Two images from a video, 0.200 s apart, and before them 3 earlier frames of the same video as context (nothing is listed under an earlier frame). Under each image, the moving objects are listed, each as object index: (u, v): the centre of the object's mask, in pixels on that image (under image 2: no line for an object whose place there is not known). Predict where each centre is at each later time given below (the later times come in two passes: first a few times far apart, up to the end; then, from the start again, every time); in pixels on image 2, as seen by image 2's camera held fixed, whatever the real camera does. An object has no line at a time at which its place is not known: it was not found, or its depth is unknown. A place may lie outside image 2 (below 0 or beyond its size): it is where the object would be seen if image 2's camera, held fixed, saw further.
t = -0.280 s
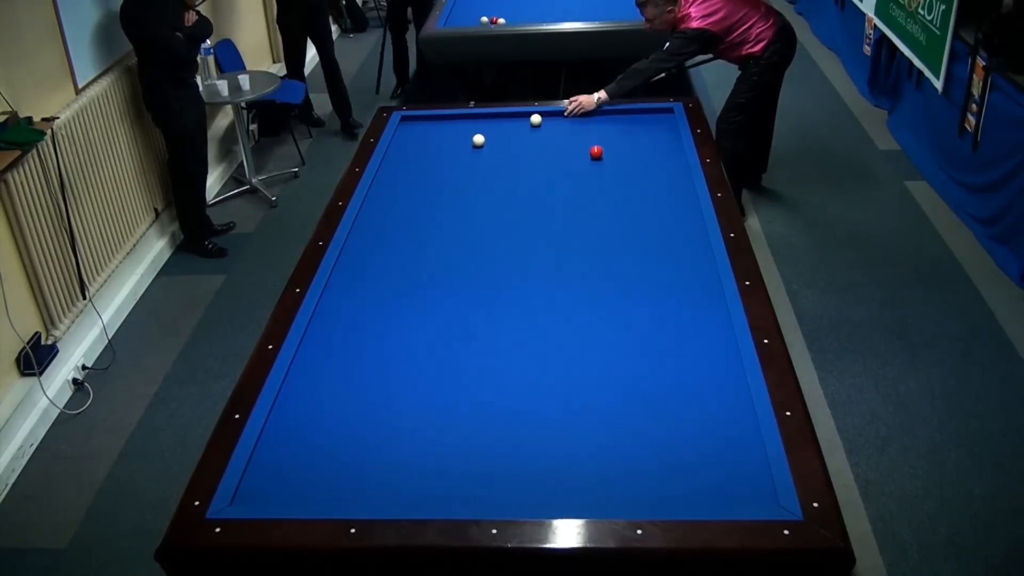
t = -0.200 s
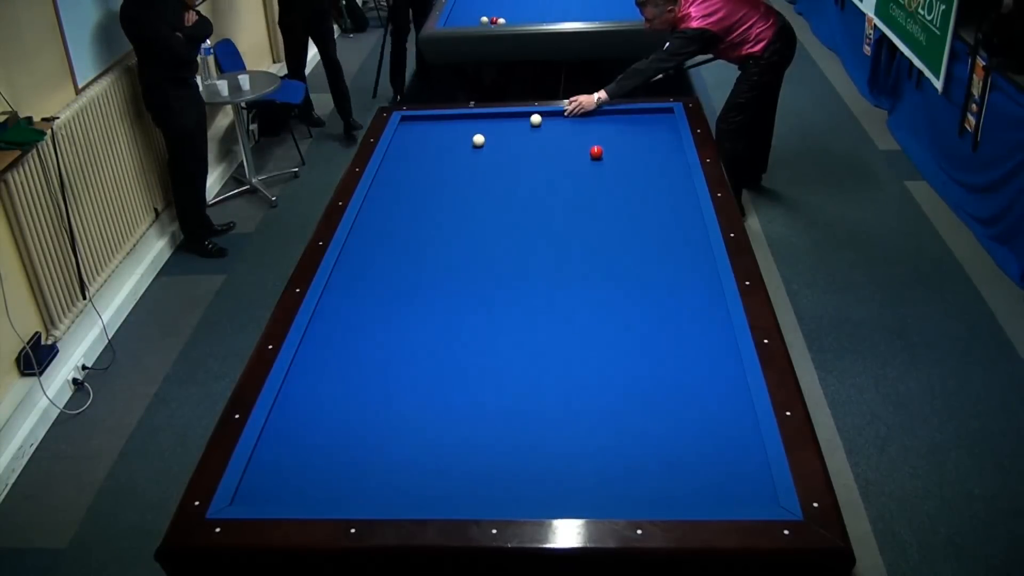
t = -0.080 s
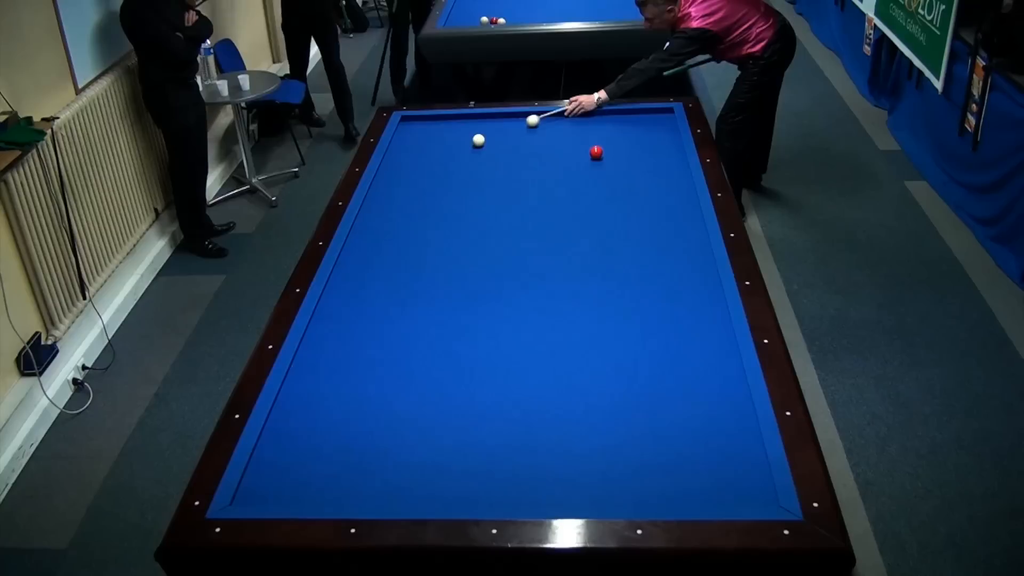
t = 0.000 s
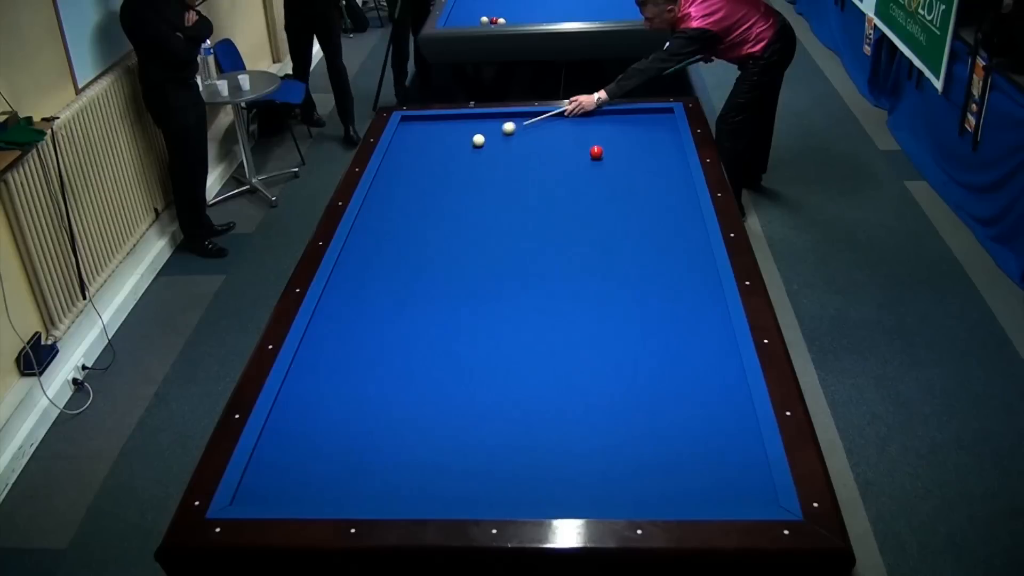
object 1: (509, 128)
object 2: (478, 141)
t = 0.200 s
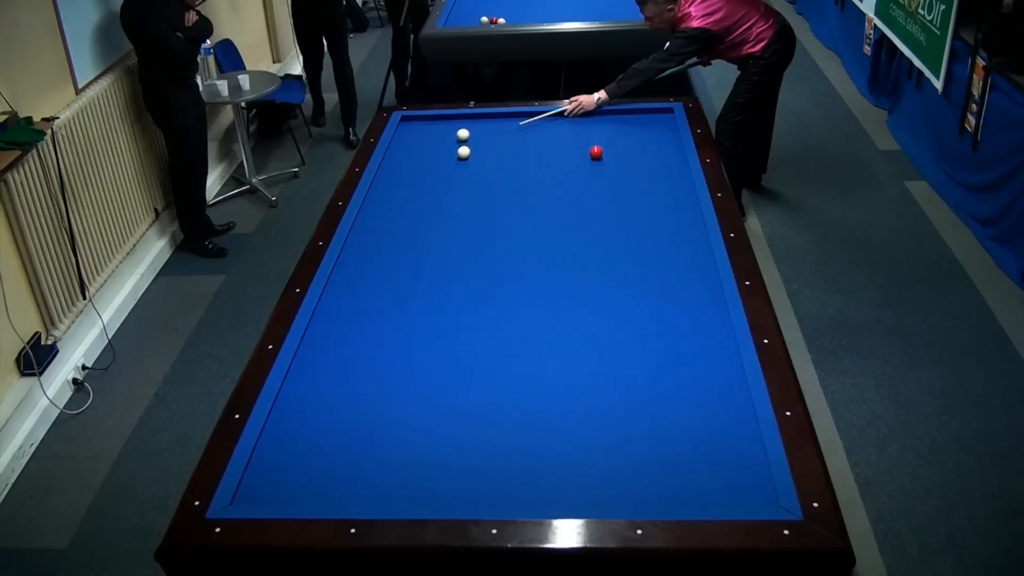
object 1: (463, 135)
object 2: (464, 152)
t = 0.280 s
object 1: (447, 135)
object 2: (454, 160)
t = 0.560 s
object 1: (401, 139)
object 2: (424, 185)
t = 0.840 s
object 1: (435, 142)
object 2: (392, 210)
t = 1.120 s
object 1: (465, 145)
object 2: (356, 239)
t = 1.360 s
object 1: (491, 147)
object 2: (354, 261)
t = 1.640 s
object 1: (522, 150)
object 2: (355, 289)
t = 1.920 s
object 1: (552, 153)
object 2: (357, 318)
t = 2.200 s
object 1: (582, 156)
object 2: (359, 351)
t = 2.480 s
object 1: (609, 161)
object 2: (362, 386)
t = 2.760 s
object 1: (634, 167)
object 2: (365, 425)
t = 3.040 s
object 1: (660, 172)
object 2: (368, 468)
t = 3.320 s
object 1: (685, 178)
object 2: (378, 491)
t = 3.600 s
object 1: (672, 182)
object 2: (398, 466)
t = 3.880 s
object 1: (659, 185)
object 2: (416, 442)
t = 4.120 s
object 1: (649, 189)
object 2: (430, 423)
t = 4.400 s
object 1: (638, 193)
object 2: (445, 404)
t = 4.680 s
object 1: (626, 196)
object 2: (459, 386)
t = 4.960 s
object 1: (616, 199)
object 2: (471, 370)
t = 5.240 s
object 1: (605, 202)
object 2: (482, 355)
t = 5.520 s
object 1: (596, 205)
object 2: (493, 341)
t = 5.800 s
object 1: (587, 208)
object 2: (502, 329)
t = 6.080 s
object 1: (579, 210)
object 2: (511, 318)
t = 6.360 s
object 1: (571, 213)
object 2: (519, 307)
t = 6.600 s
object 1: (565, 214)
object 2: (525, 299)
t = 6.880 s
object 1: (558, 216)
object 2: (532, 290)
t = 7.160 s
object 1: (552, 218)
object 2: (538, 282)
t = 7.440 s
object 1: (547, 219)
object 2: (543, 274)
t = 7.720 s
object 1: (543, 220)
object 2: (548, 268)
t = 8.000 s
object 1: (539, 221)
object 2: (553, 262)
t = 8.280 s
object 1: (536, 222)
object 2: (557, 256)
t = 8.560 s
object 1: (533, 223)
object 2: (561, 251)
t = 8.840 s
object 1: (532, 223)
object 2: (564, 246)
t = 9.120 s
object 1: (531, 223)
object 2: (567, 242)
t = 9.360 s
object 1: (531, 223)
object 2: (570, 239)
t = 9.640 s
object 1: (531, 223)
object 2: (572, 236)
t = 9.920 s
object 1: (531, 223)
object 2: (574, 233)
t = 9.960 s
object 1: (531, 223)
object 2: (575, 233)
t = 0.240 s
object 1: (455, 135)
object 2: (459, 156)
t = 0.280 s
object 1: (447, 135)
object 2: (454, 160)
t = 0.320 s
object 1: (440, 136)
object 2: (450, 164)
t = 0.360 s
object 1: (431, 136)
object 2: (445, 168)
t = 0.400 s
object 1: (423, 137)
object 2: (441, 171)
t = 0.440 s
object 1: (415, 137)
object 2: (437, 174)
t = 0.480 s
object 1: (407, 138)
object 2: (433, 178)
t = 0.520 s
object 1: (399, 138)
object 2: (428, 181)
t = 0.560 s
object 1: (401, 139)
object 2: (424, 185)
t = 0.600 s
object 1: (407, 139)
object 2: (420, 188)
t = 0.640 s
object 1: (412, 139)
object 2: (415, 192)
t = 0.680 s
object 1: (417, 140)
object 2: (411, 195)
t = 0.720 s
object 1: (422, 140)
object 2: (406, 199)
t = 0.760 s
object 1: (426, 141)
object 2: (401, 203)
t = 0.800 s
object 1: (430, 141)
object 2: (396, 207)
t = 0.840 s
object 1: (435, 142)
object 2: (392, 210)
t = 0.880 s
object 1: (439, 142)
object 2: (387, 214)
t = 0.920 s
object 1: (443, 143)
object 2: (382, 218)
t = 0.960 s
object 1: (448, 143)
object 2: (377, 222)
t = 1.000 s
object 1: (452, 143)
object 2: (372, 226)
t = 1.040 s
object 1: (456, 144)
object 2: (367, 231)
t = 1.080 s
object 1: (461, 144)
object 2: (361, 235)
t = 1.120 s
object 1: (465, 145)
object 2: (356, 239)
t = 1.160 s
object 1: (469, 145)
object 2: (351, 243)
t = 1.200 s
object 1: (474, 146)
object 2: (352, 247)
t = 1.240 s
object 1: (478, 146)
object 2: (353, 250)
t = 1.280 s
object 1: (483, 146)
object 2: (353, 254)
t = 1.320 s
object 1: (487, 147)
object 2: (353, 258)
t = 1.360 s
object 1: (491, 147)
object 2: (354, 261)
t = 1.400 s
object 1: (496, 148)
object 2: (354, 265)
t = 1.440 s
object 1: (500, 148)
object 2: (354, 269)
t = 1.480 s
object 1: (504, 148)
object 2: (354, 273)
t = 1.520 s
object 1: (509, 149)
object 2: (354, 277)
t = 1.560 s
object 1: (513, 149)
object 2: (355, 281)
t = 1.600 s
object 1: (518, 150)
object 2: (355, 285)
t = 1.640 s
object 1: (522, 150)
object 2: (355, 289)
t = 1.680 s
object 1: (526, 151)
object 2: (355, 293)
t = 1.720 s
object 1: (531, 151)
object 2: (356, 297)
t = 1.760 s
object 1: (535, 151)
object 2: (356, 301)
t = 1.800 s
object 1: (539, 152)
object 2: (356, 305)
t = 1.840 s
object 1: (544, 152)
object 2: (357, 310)
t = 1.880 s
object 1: (548, 153)
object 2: (357, 314)
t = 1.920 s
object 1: (552, 153)
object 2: (357, 318)
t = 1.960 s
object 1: (557, 154)
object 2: (358, 323)
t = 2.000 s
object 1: (561, 154)
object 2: (358, 327)
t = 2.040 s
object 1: (565, 155)
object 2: (358, 332)
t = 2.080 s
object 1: (570, 155)
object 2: (358, 337)
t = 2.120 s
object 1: (574, 155)
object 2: (359, 341)
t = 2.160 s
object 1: (578, 156)
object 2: (359, 346)
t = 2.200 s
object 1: (582, 156)
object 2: (359, 351)
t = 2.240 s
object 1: (587, 157)
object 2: (360, 356)
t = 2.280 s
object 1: (590, 158)
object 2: (360, 361)
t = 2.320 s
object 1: (594, 159)
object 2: (360, 366)
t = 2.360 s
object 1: (598, 159)
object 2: (361, 371)
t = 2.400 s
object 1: (602, 160)
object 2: (361, 376)
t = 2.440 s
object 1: (605, 161)
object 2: (361, 381)
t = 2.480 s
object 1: (609, 161)
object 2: (362, 386)
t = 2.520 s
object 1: (613, 162)
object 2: (362, 392)
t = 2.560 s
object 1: (616, 163)
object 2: (363, 397)
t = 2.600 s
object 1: (620, 164)
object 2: (363, 403)
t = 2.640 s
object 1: (624, 165)
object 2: (364, 408)
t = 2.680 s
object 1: (627, 165)
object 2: (364, 414)
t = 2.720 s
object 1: (631, 166)
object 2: (364, 420)
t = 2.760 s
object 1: (634, 167)
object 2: (365, 425)
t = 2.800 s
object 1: (638, 168)
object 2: (365, 431)
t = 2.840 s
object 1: (642, 168)
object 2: (366, 437)
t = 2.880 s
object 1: (645, 169)
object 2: (366, 443)
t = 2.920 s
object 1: (649, 170)
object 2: (367, 449)
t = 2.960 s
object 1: (653, 171)
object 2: (367, 455)
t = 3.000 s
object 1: (656, 171)
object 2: (368, 462)
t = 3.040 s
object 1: (660, 172)
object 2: (368, 468)
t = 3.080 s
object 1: (663, 173)
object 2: (369, 474)
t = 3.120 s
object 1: (667, 174)
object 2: (370, 481)
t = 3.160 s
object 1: (671, 175)
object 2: (370, 488)
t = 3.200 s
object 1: (674, 175)
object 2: (371, 493)
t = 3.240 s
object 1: (678, 176)
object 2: (372, 498)
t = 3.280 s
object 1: (681, 177)
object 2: (375, 495)
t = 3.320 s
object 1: (685, 178)
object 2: (378, 491)
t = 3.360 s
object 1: (683, 178)
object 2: (381, 488)
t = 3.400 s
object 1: (681, 179)
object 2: (384, 484)
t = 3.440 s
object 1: (679, 179)
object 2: (387, 480)
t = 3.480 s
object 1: (678, 180)
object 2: (389, 476)
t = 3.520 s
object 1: (676, 181)
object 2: (392, 473)
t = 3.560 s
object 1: (674, 181)
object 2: (395, 469)
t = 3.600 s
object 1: (672, 182)
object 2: (398, 466)
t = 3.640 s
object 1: (670, 182)
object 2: (401, 462)
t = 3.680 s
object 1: (668, 183)
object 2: (403, 459)
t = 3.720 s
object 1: (667, 183)
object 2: (406, 455)
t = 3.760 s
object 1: (665, 184)
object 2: (408, 452)
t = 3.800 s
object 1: (663, 184)
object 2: (411, 448)
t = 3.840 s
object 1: (661, 185)
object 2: (413, 445)
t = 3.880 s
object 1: (659, 185)
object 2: (416, 442)
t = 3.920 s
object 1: (658, 186)
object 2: (418, 439)
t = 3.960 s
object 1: (656, 187)
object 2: (421, 435)
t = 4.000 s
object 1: (654, 187)
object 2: (423, 432)
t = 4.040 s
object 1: (653, 188)
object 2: (426, 429)
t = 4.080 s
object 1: (651, 188)
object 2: (428, 426)
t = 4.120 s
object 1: (649, 189)
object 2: (430, 423)
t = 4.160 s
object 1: (648, 189)
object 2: (432, 420)
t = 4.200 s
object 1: (646, 190)
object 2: (435, 418)
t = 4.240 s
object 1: (644, 190)
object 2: (437, 415)
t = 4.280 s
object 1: (643, 191)
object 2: (439, 412)
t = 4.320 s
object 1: (641, 191)
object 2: (441, 409)
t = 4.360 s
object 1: (639, 192)
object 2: (443, 406)
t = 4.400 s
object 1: (638, 193)
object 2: (445, 404)
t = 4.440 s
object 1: (636, 193)
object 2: (447, 401)
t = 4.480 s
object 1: (634, 194)
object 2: (449, 398)
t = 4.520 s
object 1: (633, 194)
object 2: (451, 396)
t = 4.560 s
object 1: (631, 194)
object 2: (453, 393)
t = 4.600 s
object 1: (630, 195)
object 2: (455, 391)
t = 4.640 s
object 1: (628, 196)
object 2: (457, 388)
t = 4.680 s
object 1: (626, 196)
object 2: (459, 386)
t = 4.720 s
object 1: (625, 197)
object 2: (461, 383)
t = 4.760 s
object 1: (623, 197)
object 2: (463, 381)
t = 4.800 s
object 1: (622, 197)
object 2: (464, 379)
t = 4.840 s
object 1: (620, 198)
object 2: (466, 376)
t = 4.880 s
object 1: (619, 198)
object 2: (468, 374)
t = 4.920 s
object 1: (617, 199)
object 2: (469, 372)
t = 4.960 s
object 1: (616, 199)
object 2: (471, 370)
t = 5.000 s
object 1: (614, 200)
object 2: (473, 367)
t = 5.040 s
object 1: (613, 200)
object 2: (475, 365)
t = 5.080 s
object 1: (611, 201)
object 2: (476, 363)
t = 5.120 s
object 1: (610, 201)
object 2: (478, 361)
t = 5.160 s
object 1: (608, 201)
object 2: (479, 359)
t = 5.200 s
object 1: (607, 202)
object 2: (481, 357)
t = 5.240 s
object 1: (605, 202)
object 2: (482, 355)
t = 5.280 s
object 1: (604, 203)
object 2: (484, 353)
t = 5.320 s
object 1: (603, 203)
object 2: (486, 351)
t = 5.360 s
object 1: (601, 204)
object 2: (487, 349)
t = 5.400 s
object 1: (600, 204)
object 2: (489, 347)
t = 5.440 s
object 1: (598, 204)
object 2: (490, 345)
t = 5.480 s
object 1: (597, 205)
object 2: (491, 343)
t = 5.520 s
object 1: (596, 205)
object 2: (493, 341)
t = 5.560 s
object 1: (594, 206)
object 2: (494, 339)
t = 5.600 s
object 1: (593, 206)
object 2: (496, 338)
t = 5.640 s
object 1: (592, 206)
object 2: (497, 336)
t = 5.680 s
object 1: (591, 207)
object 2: (498, 334)
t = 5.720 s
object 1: (589, 207)
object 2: (500, 333)
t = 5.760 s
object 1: (588, 207)
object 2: (501, 331)
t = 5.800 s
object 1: (587, 208)
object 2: (502, 329)
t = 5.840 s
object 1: (586, 208)
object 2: (504, 327)
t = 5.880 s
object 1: (584, 209)
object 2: (505, 326)
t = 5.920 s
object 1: (583, 209)
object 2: (506, 324)
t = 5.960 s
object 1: (582, 209)
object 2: (507, 322)
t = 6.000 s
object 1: (581, 210)
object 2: (509, 321)
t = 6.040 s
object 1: (580, 210)
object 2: (510, 319)
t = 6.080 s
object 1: (579, 210)
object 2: (511, 318)
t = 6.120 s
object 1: (577, 211)
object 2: (512, 316)
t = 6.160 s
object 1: (576, 211)
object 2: (513, 315)
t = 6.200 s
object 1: (575, 211)
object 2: (514, 313)
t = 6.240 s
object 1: (574, 212)
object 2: (516, 312)
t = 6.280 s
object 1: (573, 212)
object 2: (517, 310)
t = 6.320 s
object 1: (572, 212)
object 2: (518, 309)
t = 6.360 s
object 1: (571, 213)
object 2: (519, 307)
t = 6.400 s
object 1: (570, 213)
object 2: (520, 306)
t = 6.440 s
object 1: (569, 213)
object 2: (521, 305)
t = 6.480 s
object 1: (568, 213)
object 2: (522, 303)
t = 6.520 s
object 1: (567, 214)
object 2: (523, 302)
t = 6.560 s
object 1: (566, 214)
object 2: (524, 300)
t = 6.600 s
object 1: (565, 214)
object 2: (525, 299)
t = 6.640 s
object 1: (564, 214)
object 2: (526, 297)
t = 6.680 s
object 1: (563, 215)
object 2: (527, 296)
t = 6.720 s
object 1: (562, 215)
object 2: (528, 295)
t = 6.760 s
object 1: (561, 216)
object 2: (529, 294)
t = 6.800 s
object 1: (560, 216)
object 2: (530, 292)
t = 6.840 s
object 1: (559, 216)
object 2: (531, 291)
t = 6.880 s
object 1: (558, 216)
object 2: (532, 290)
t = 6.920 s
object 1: (557, 216)
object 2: (533, 289)
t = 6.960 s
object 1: (556, 216)
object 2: (534, 288)
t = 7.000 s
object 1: (556, 217)
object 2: (535, 286)
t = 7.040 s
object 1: (555, 217)
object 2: (535, 285)
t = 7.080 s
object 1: (554, 217)
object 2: (536, 284)
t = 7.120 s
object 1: (553, 217)
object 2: (537, 283)
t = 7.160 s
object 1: (552, 218)
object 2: (538, 282)
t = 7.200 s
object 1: (552, 218)
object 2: (539, 281)
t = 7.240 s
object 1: (551, 218)
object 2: (539, 280)
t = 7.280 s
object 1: (550, 218)
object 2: (540, 278)
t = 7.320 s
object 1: (549, 218)
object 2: (541, 277)
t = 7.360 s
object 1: (549, 218)
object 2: (542, 276)
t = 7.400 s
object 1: (548, 219)
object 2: (543, 275)
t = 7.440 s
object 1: (547, 219)
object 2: (543, 274)
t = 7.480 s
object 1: (546, 219)
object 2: (544, 273)
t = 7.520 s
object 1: (546, 219)
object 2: (545, 272)
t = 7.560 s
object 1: (545, 220)
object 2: (546, 271)
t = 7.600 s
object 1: (545, 220)
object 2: (546, 270)
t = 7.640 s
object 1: (544, 220)
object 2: (547, 269)
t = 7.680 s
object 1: (543, 220)
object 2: (548, 268)
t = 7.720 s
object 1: (543, 220)
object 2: (548, 268)
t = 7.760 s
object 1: (542, 220)
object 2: (549, 267)
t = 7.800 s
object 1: (541, 221)
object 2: (550, 266)
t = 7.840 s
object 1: (541, 221)
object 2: (550, 265)
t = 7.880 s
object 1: (540, 221)
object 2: (551, 264)
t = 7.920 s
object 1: (540, 221)
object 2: (552, 263)
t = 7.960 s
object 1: (539, 221)
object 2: (552, 263)
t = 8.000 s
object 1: (539, 221)
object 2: (553, 262)
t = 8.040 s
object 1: (538, 222)
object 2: (554, 261)
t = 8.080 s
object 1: (538, 222)
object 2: (554, 260)
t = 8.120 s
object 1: (537, 222)
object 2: (555, 259)
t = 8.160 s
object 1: (537, 222)
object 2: (555, 258)
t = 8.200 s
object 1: (537, 222)
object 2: (556, 258)
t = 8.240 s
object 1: (536, 222)
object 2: (557, 257)
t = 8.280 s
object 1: (536, 222)
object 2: (557, 256)
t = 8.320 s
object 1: (535, 222)
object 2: (558, 255)
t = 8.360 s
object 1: (535, 222)
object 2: (558, 255)
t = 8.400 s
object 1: (535, 222)
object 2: (559, 254)
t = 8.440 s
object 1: (534, 223)
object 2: (559, 253)
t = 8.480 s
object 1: (534, 223)
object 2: (560, 252)
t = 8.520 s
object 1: (534, 223)
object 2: (560, 252)
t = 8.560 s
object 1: (533, 223)
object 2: (561, 251)
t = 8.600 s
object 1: (533, 223)
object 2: (561, 250)
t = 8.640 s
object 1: (533, 223)
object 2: (562, 250)
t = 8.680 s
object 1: (533, 223)
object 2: (562, 249)
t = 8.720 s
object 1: (532, 223)
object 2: (563, 248)
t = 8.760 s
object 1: (532, 223)
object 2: (563, 248)
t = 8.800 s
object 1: (532, 223)
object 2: (564, 247)
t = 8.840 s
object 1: (532, 223)
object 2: (564, 246)
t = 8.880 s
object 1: (531, 223)
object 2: (565, 245)
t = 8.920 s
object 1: (531, 223)
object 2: (565, 245)
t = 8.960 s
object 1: (531, 223)
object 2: (566, 244)
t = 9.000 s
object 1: (531, 223)
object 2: (566, 244)
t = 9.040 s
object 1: (531, 223)
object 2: (566, 243)
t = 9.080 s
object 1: (531, 223)
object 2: (567, 243)
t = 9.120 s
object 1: (531, 223)
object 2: (567, 242)
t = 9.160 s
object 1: (531, 223)
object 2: (568, 242)
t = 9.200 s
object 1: (531, 223)
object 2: (568, 241)
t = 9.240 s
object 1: (531, 223)
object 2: (568, 241)
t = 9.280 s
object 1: (531, 223)
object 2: (569, 240)
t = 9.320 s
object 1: (531, 223)
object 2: (569, 240)
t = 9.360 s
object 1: (531, 223)
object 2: (570, 239)
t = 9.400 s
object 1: (531, 223)
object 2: (570, 239)
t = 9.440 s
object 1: (531, 223)
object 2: (570, 238)
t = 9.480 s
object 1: (531, 223)
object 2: (571, 238)
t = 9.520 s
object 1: (531, 223)
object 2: (571, 237)
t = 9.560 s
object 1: (531, 223)
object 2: (571, 237)
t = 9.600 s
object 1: (531, 223)
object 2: (572, 236)
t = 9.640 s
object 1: (531, 223)
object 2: (572, 236)
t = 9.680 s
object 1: (531, 223)
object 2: (572, 235)
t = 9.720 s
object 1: (531, 223)
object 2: (573, 235)
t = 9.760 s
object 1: (531, 223)
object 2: (573, 235)
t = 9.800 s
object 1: (531, 223)
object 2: (573, 234)
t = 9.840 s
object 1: (531, 223)
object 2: (574, 234)
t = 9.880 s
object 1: (531, 223)
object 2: (574, 234)
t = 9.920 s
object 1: (531, 223)
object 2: (574, 233)
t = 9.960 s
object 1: (531, 223)
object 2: (575, 233)
